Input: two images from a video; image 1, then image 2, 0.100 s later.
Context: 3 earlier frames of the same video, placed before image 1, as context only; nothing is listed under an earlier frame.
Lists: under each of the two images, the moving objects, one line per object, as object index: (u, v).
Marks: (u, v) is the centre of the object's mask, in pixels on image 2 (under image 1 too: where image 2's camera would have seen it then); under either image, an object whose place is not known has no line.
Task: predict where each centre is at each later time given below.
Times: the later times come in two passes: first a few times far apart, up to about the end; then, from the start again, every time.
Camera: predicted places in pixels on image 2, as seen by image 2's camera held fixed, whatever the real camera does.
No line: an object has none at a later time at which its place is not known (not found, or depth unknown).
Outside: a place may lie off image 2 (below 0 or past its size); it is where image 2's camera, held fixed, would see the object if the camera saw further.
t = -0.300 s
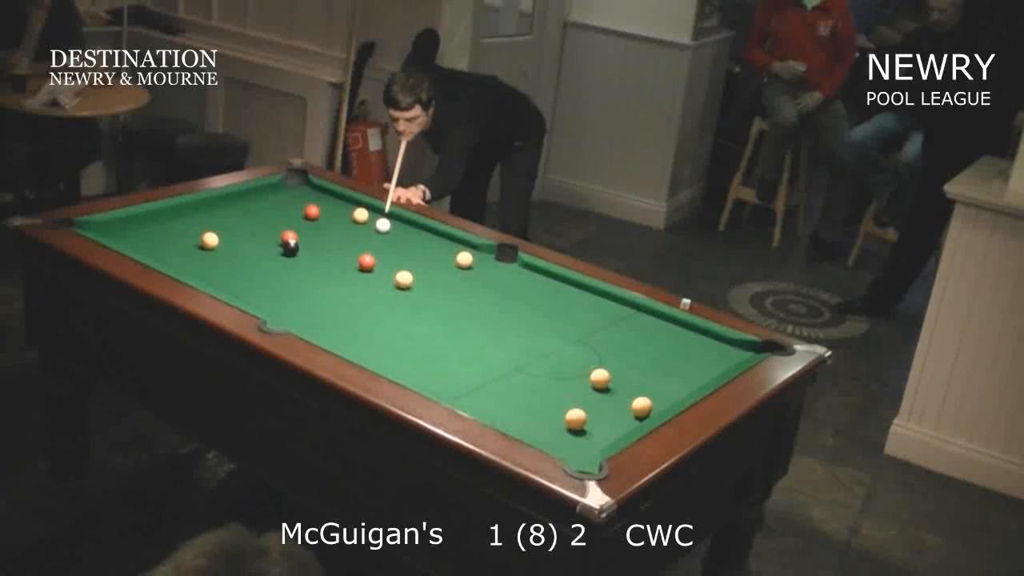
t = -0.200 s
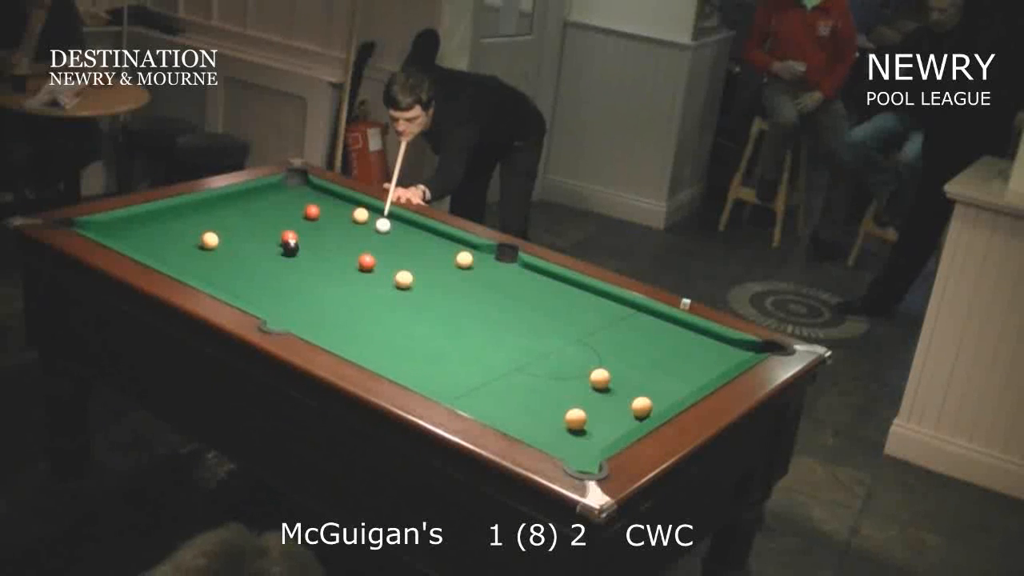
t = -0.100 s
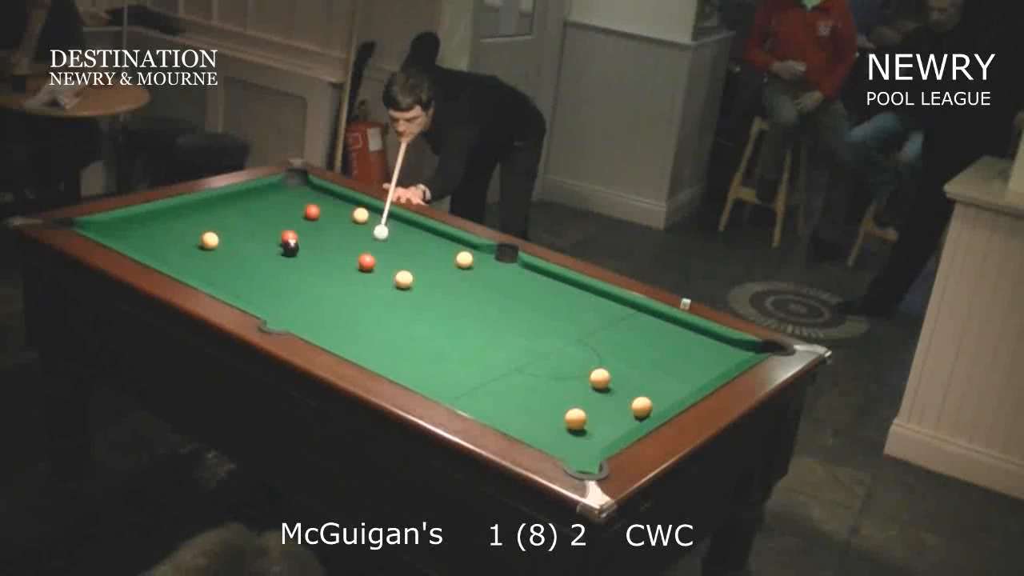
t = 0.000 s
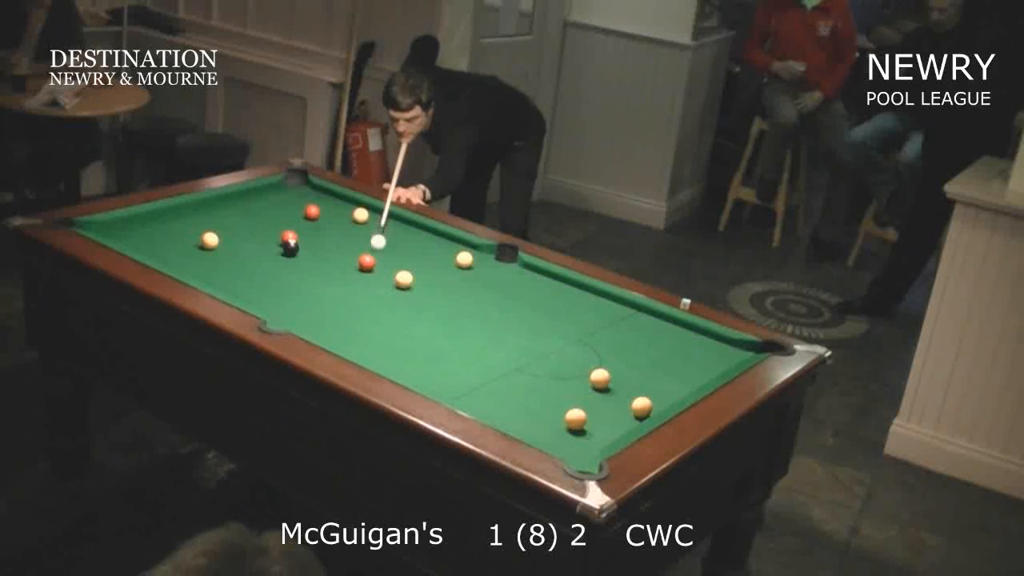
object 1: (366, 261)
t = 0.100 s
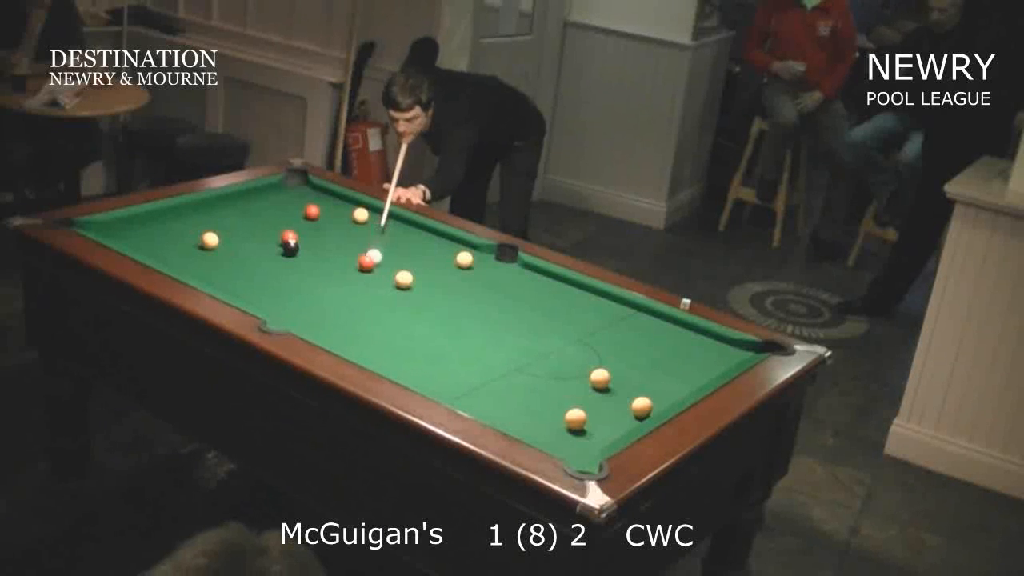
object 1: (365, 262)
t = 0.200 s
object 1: (358, 268)
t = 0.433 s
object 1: (338, 284)
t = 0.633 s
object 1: (321, 298)
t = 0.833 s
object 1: (303, 311)
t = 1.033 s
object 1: (285, 324)
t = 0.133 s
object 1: (363, 264)
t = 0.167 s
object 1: (362, 265)
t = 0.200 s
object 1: (358, 268)
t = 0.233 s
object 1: (355, 270)
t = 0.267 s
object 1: (352, 273)
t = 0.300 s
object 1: (348, 276)
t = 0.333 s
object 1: (346, 277)
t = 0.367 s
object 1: (344, 279)
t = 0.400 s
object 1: (342, 281)
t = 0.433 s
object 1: (338, 284)
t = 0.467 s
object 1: (335, 286)
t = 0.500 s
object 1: (332, 289)
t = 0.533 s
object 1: (329, 291)
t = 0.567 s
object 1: (327, 292)
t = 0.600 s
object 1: (324, 295)
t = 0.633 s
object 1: (321, 298)
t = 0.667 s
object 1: (317, 300)
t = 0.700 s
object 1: (314, 303)
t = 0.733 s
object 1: (312, 305)
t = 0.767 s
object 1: (310, 306)
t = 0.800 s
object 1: (307, 309)
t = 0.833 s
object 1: (303, 311)
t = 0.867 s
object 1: (299, 314)
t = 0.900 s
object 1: (296, 316)
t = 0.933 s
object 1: (294, 318)
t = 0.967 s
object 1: (292, 320)
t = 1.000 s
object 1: (289, 321)
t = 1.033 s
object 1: (285, 324)
